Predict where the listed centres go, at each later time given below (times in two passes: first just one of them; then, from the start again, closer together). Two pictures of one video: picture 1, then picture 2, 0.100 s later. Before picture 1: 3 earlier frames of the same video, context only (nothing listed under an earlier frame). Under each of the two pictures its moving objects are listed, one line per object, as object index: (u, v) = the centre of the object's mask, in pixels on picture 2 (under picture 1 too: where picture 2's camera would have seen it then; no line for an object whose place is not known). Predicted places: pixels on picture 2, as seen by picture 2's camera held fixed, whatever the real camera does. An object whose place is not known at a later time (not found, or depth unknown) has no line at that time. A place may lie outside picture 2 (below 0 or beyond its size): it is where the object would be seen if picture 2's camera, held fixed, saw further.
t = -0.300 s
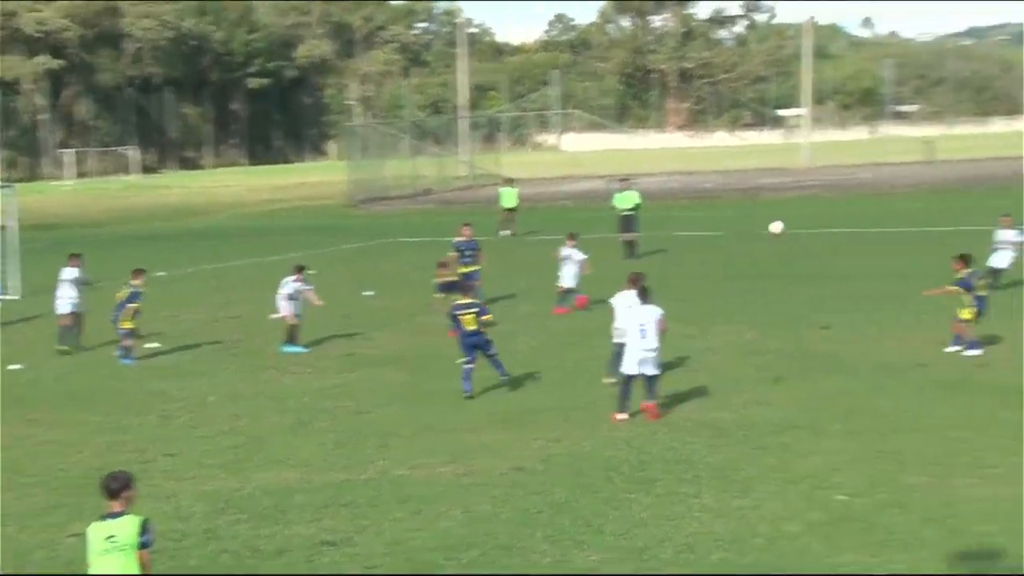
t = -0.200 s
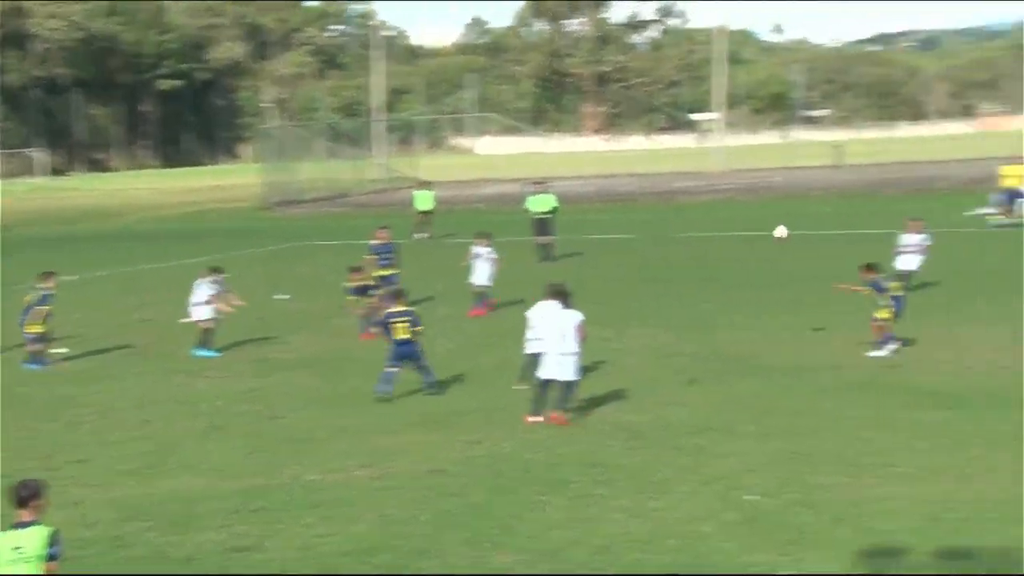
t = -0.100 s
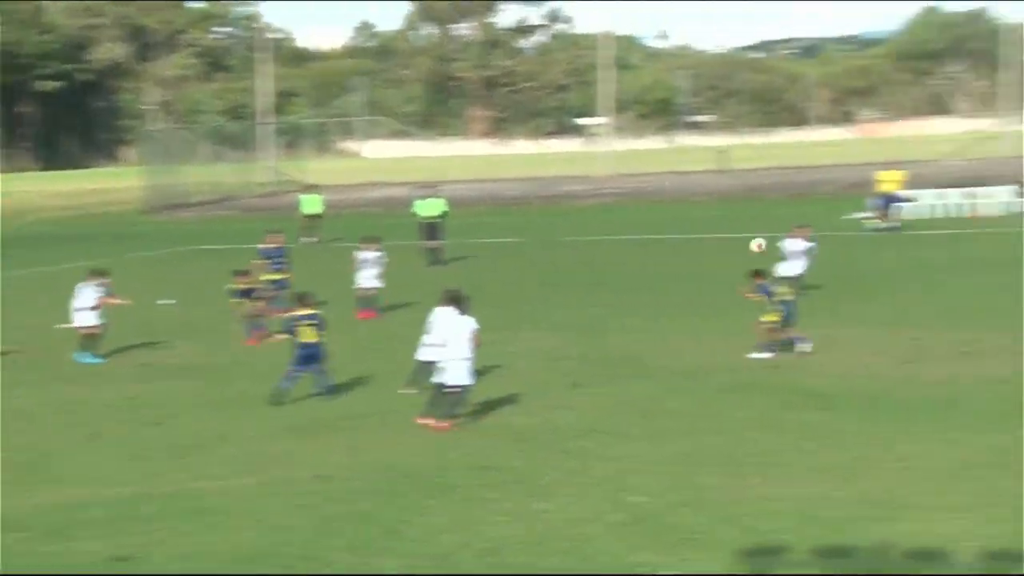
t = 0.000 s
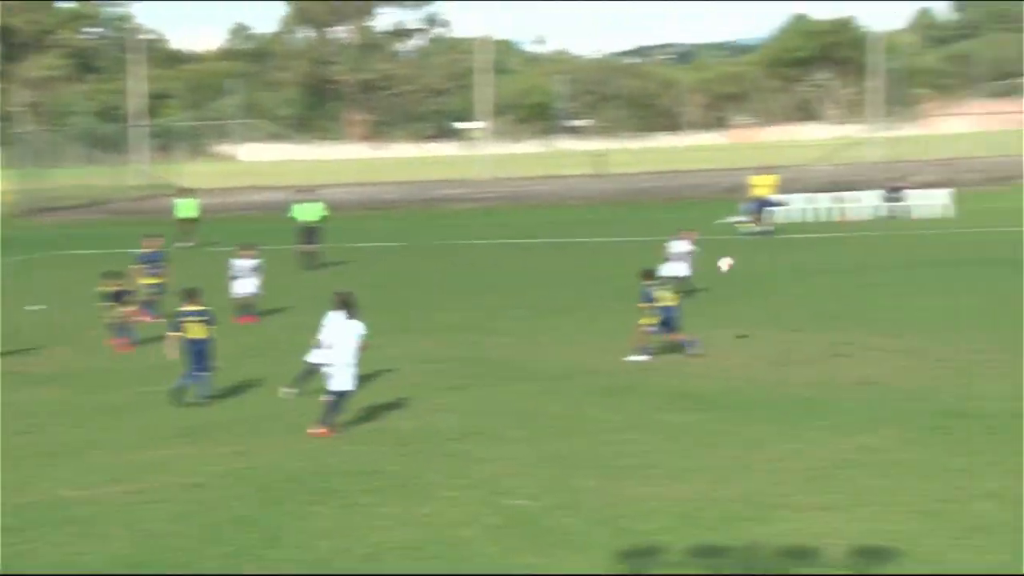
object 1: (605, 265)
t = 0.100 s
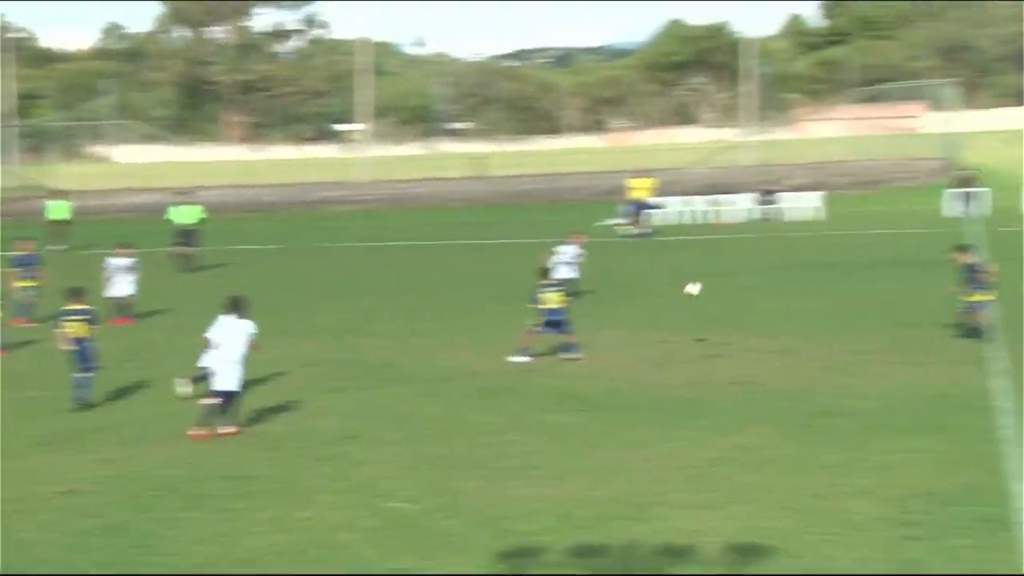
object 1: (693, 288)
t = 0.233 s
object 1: (810, 331)
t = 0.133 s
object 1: (723, 298)
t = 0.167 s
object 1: (752, 308)
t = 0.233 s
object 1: (810, 331)
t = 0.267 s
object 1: (839, 343)
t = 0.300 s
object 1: (856, 340)
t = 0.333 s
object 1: (869, 327)
